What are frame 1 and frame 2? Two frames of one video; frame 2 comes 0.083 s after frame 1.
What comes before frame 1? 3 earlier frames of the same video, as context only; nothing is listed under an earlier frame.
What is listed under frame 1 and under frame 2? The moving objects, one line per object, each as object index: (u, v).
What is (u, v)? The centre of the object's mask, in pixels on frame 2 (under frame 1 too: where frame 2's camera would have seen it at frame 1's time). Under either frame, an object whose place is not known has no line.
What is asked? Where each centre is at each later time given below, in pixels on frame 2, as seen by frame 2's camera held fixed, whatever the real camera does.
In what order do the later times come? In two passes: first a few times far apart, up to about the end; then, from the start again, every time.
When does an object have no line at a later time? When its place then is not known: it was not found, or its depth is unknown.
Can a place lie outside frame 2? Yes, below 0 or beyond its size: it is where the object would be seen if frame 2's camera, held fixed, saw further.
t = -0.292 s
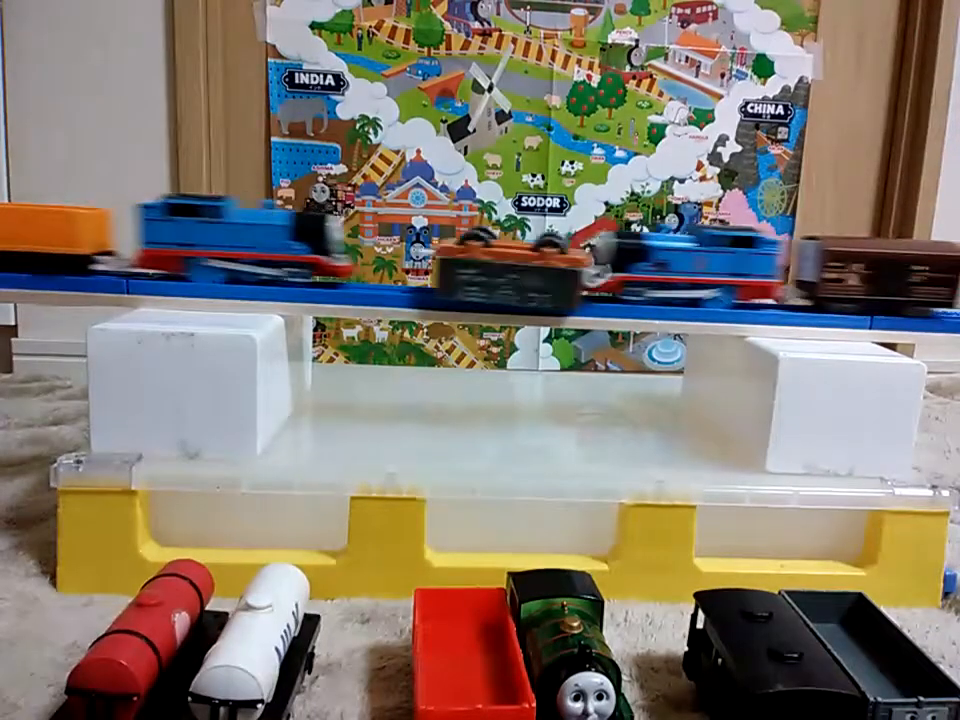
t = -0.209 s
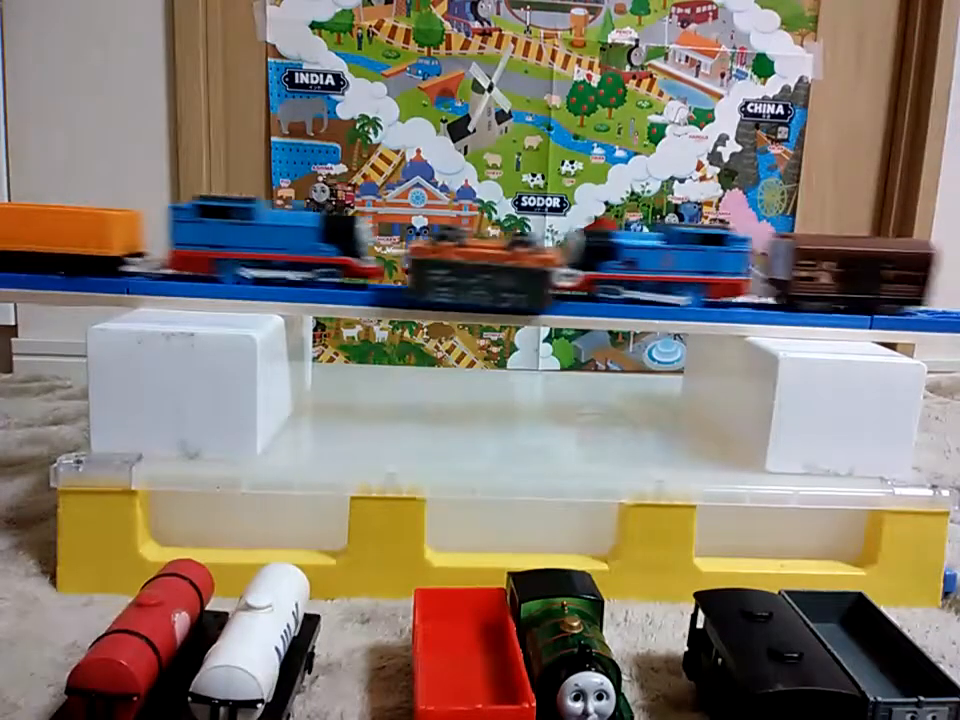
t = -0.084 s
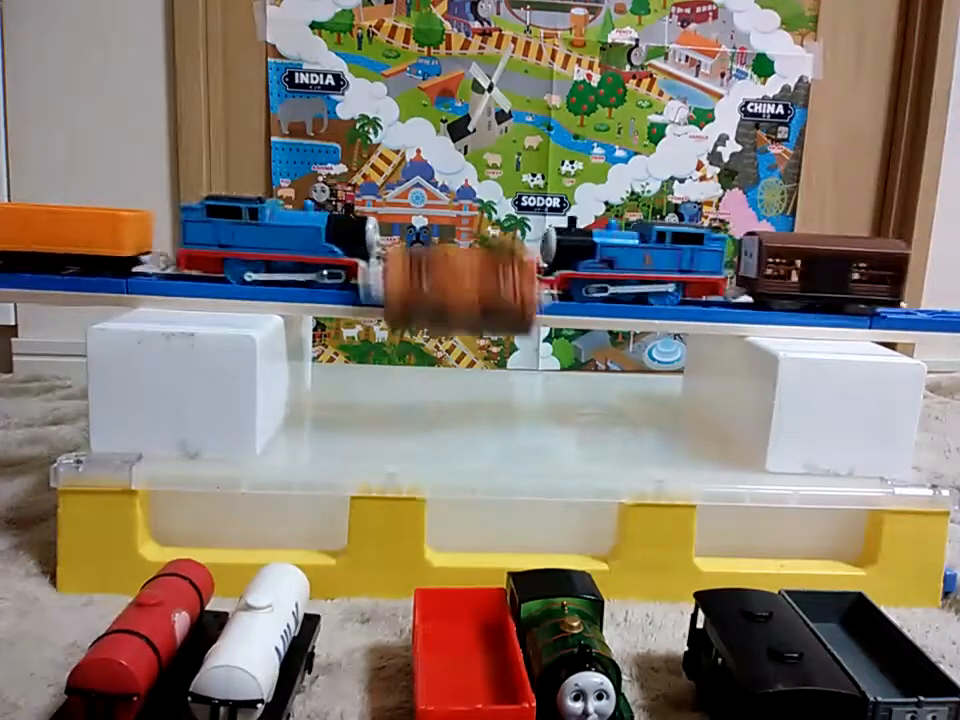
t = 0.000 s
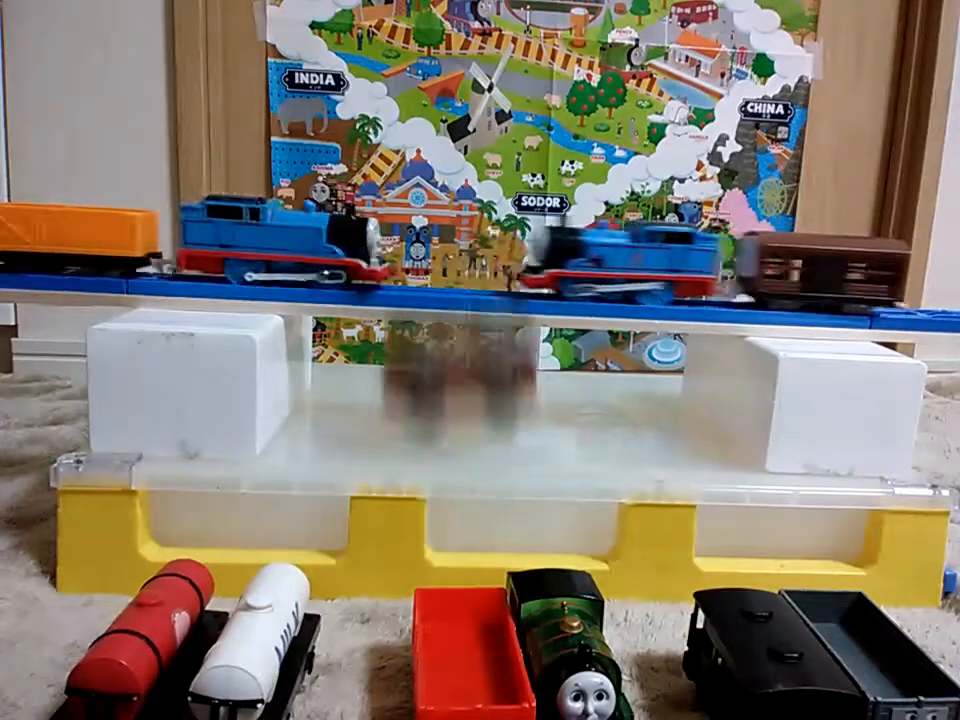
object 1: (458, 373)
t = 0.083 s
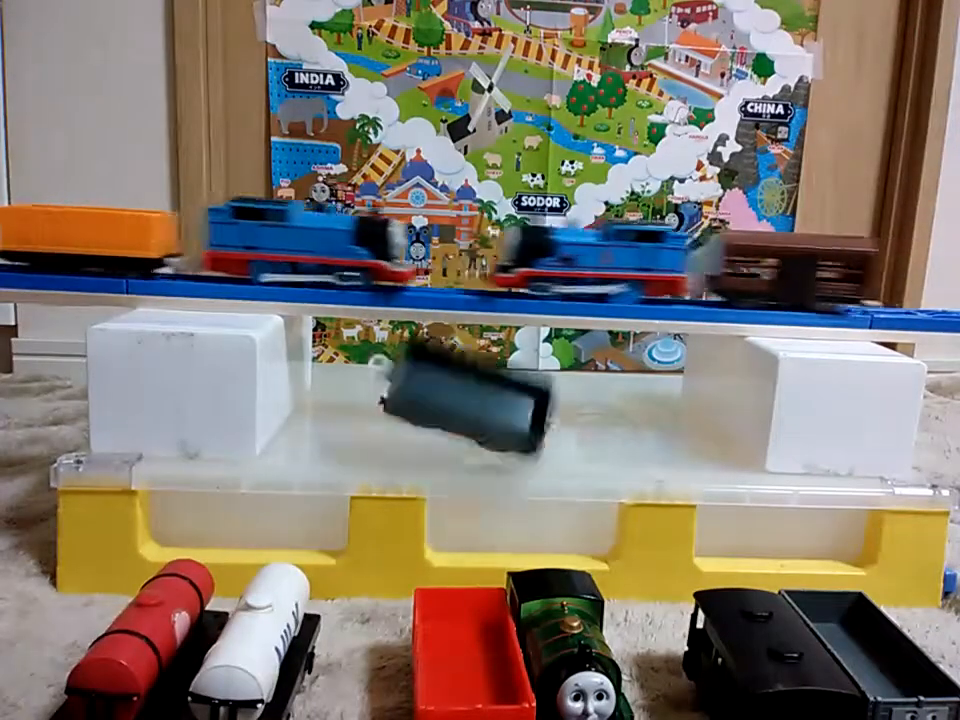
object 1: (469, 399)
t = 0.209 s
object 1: (472, 438)
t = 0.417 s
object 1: (466, 547)
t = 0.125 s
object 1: (474, 419)
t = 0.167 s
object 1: (472, 436)
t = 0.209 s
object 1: (472, 438)
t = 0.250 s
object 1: (470, 444)
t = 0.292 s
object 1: (471, 452)
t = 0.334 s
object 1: (469, 465)
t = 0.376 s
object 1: (469, 505)
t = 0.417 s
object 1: (466, 547)
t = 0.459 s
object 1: (454, 560)
